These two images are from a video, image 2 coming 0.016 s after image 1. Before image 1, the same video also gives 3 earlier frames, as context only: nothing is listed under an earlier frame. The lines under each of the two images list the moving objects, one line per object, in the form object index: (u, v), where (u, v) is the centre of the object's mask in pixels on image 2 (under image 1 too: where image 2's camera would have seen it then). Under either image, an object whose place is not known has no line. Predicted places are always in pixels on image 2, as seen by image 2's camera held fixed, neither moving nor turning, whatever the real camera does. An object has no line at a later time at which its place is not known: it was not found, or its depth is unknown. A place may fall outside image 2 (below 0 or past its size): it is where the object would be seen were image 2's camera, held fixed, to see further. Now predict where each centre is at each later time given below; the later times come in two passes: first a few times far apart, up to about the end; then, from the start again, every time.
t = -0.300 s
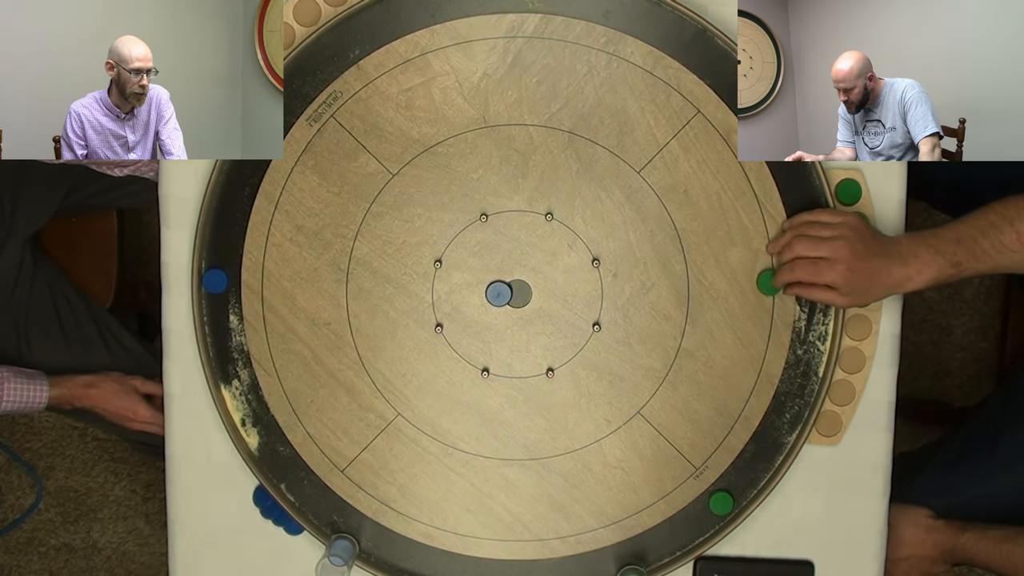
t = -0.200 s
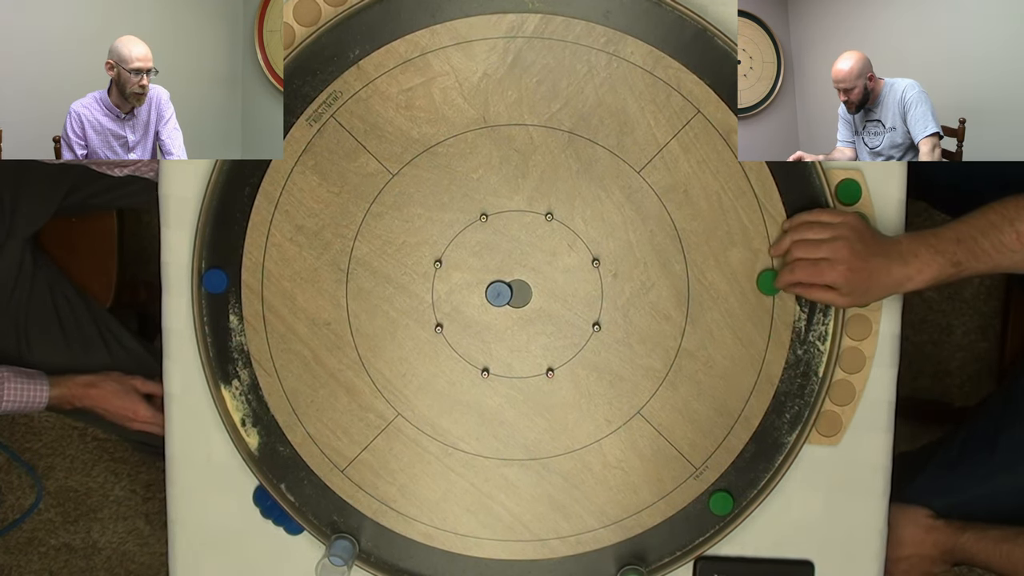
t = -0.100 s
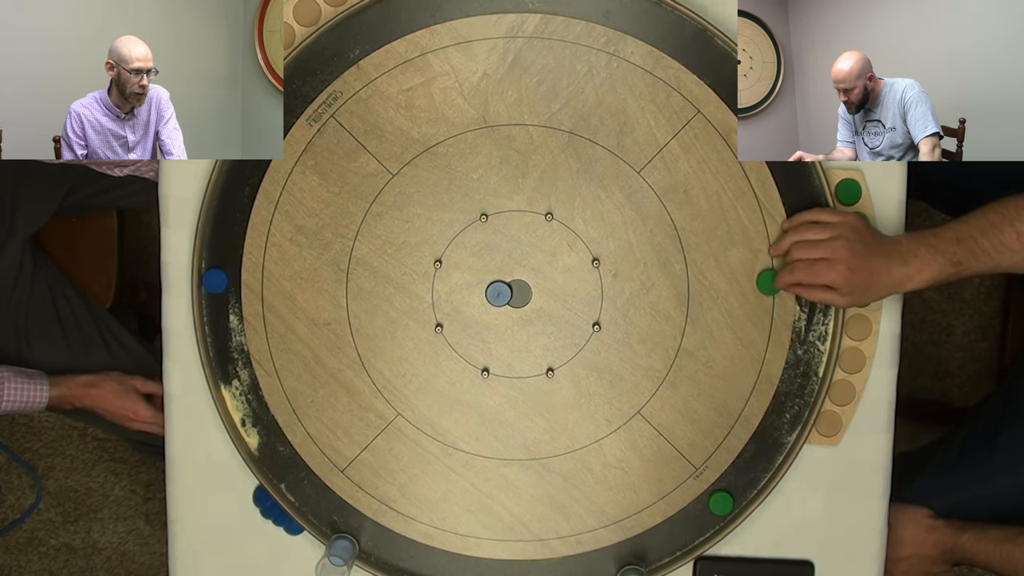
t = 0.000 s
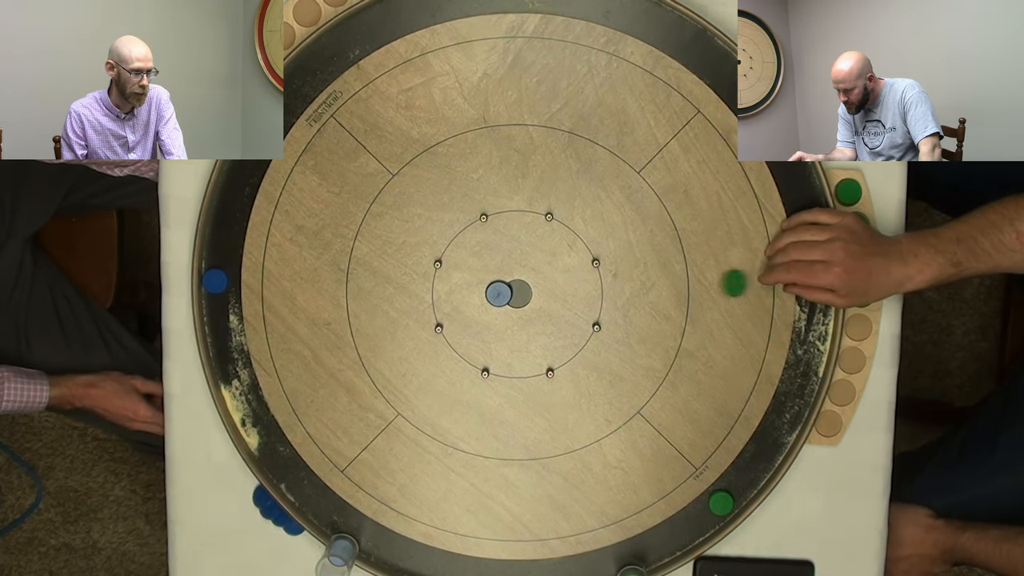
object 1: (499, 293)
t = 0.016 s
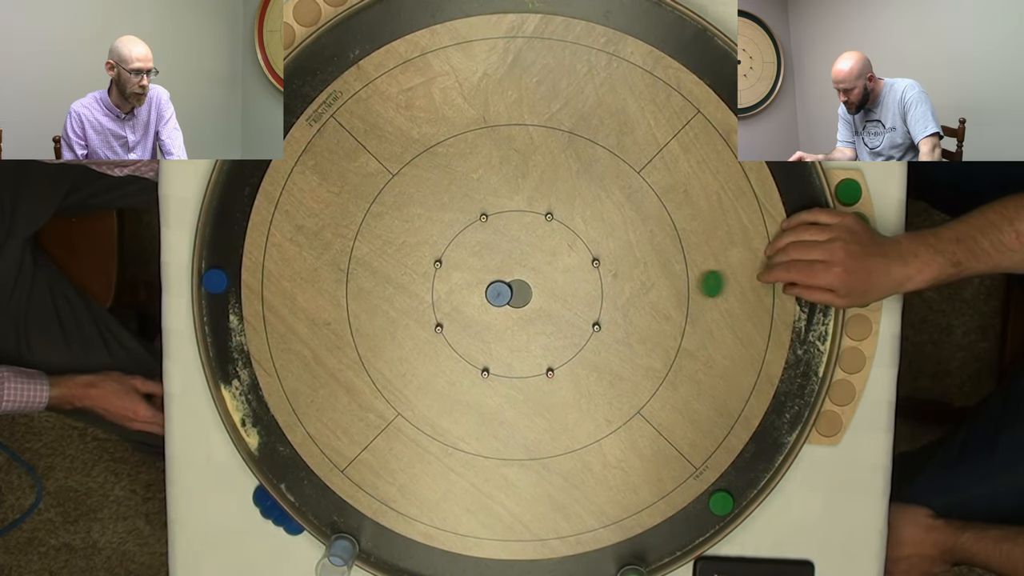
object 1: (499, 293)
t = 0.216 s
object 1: (451, 299)
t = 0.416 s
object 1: (294, 317)
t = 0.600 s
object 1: (230, 325)
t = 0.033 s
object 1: (499, 293)
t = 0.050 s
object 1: (498, 293)
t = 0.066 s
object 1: (499, 293)
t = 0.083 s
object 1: (499, 293)
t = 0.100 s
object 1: (499, 293)
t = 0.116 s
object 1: (499, 293)
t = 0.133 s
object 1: (499, 293)
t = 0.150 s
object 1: (499, 293)
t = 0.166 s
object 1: (499, 293)
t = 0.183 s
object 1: (483, 295)
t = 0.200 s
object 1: (467, 297)
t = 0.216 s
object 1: (451, 299)
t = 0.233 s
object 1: (436, 301)
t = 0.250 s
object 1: (421, 303)
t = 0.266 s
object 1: (407, 304)
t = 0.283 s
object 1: (393, 306)
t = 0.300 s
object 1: (379, 307)
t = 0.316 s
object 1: (366, 309)
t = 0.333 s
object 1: (353, 311)
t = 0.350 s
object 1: (340, 312)
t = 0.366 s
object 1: (328, 313)
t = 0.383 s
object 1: (316, 315)
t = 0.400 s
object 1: (305, 316)
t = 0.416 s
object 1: (294, 317)
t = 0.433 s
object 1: (283, 318)
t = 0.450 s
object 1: (273, 320)
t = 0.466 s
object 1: (263, 321)
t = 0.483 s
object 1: (255, 322)
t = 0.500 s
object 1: (246, 323)
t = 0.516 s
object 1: (237, 324)
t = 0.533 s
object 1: (230, 325)
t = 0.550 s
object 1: (222, 325)
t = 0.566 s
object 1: (219, 326)
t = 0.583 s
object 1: (224, 326)
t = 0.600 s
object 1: (230, 325)
